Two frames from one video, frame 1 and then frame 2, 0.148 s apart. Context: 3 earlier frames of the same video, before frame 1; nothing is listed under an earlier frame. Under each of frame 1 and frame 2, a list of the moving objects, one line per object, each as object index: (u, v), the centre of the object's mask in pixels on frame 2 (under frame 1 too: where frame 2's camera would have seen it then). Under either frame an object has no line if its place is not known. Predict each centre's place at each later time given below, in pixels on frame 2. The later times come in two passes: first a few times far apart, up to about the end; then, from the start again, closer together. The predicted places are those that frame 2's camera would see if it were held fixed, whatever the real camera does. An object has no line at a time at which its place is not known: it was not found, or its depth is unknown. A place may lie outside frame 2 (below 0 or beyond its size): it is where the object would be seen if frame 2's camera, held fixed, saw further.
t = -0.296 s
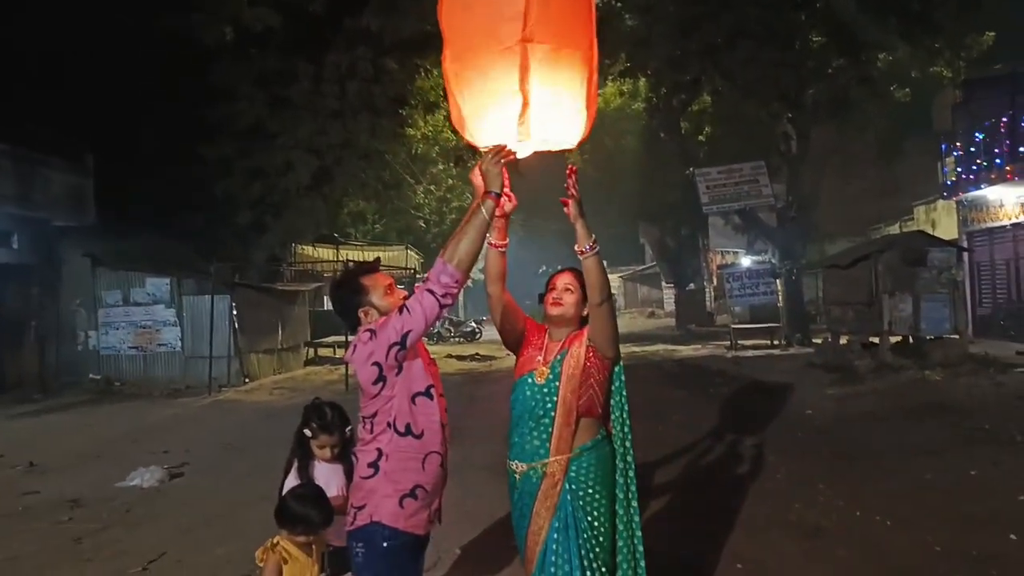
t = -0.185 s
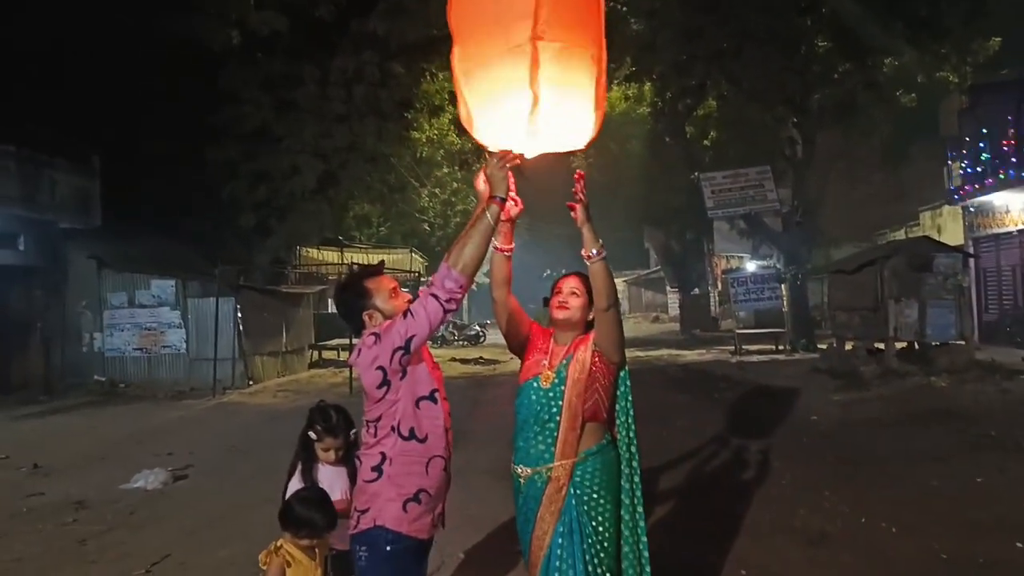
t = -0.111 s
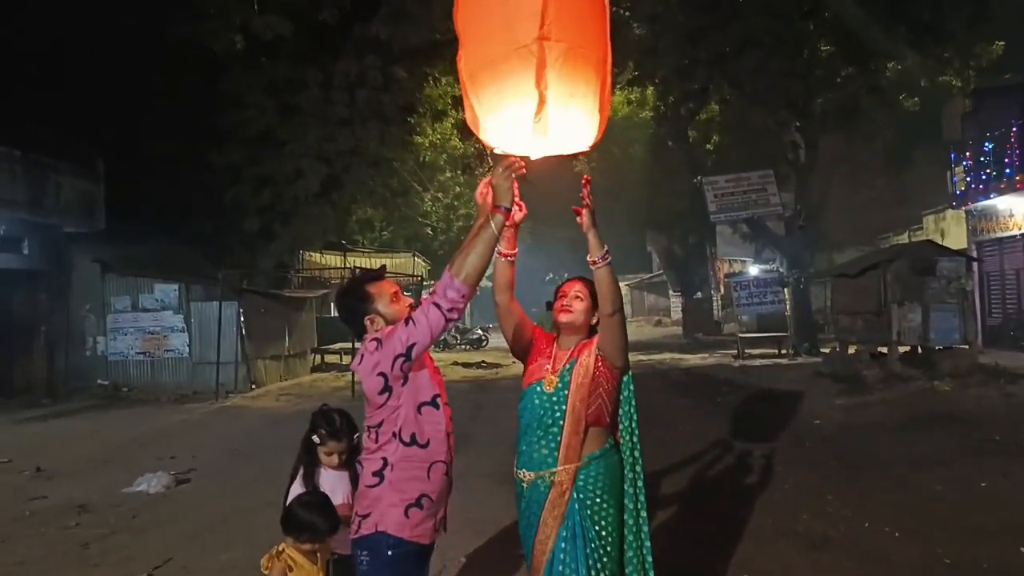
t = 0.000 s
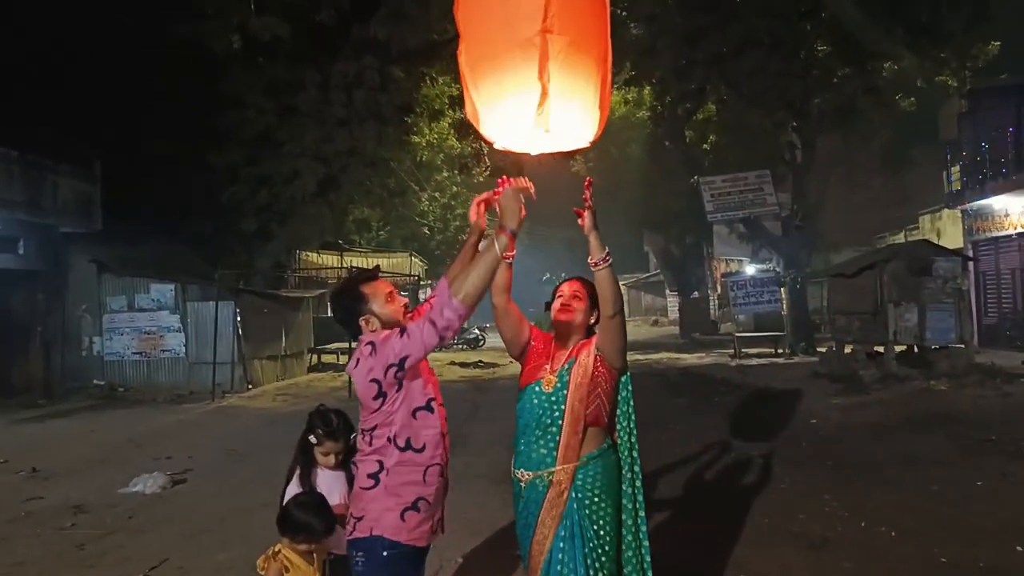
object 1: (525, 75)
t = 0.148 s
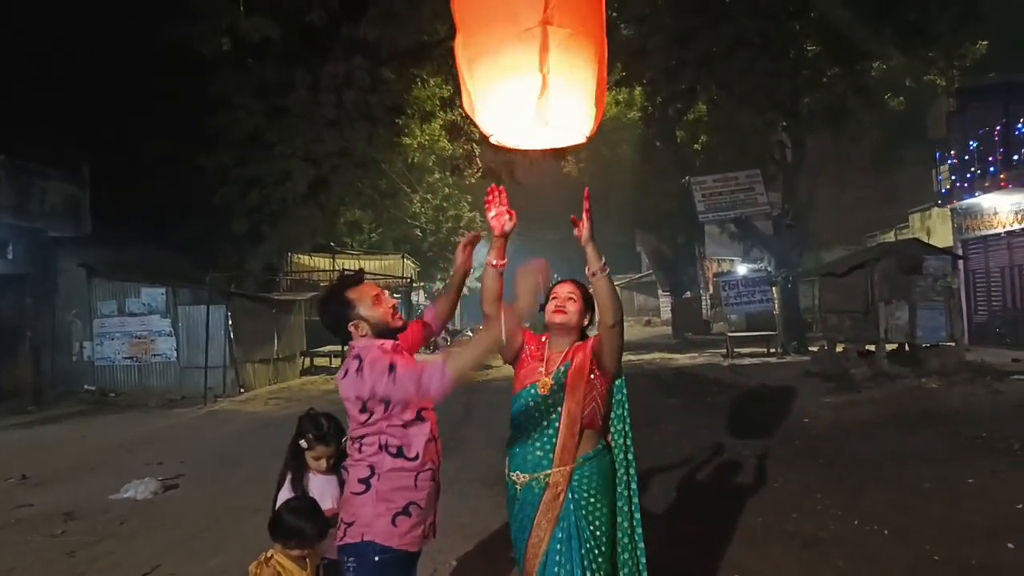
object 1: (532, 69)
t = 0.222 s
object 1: (535, 68)
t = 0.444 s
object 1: (551, 51)
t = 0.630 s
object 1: (557, 23)
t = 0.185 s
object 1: (533, 69)
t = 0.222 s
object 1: (535, 68)
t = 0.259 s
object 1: (538, 66)
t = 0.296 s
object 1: (540, 65)
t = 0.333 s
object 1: (542, 61)
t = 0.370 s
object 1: (544, 57)
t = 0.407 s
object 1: (546, 56)
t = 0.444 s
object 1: (551, 51)
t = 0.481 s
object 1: (552, 49)
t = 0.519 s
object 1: (553, 42)
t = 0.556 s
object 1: (554, 36)
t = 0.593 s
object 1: (554, 32)
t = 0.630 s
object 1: (557, 23)
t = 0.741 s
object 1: (562, 11)
